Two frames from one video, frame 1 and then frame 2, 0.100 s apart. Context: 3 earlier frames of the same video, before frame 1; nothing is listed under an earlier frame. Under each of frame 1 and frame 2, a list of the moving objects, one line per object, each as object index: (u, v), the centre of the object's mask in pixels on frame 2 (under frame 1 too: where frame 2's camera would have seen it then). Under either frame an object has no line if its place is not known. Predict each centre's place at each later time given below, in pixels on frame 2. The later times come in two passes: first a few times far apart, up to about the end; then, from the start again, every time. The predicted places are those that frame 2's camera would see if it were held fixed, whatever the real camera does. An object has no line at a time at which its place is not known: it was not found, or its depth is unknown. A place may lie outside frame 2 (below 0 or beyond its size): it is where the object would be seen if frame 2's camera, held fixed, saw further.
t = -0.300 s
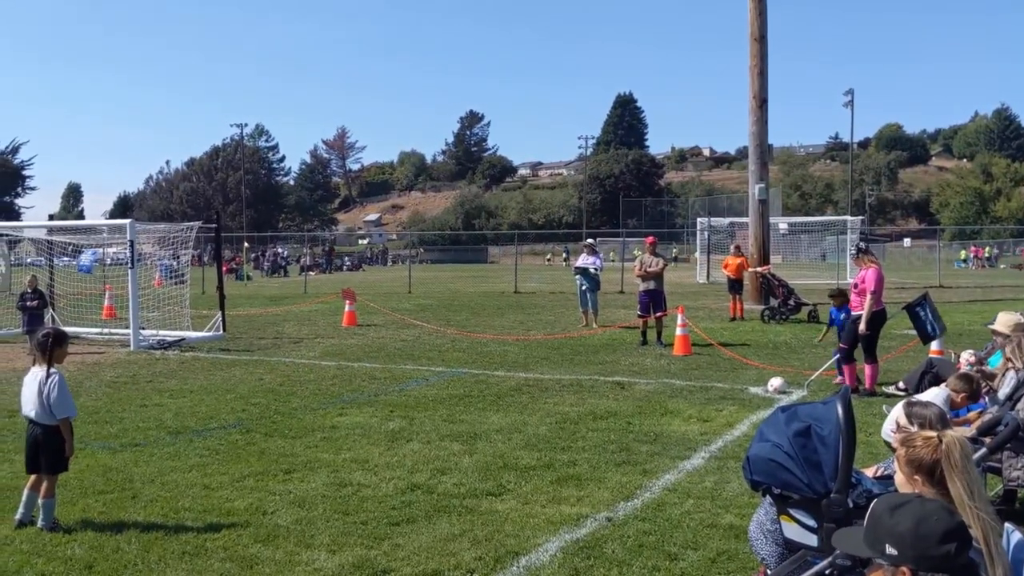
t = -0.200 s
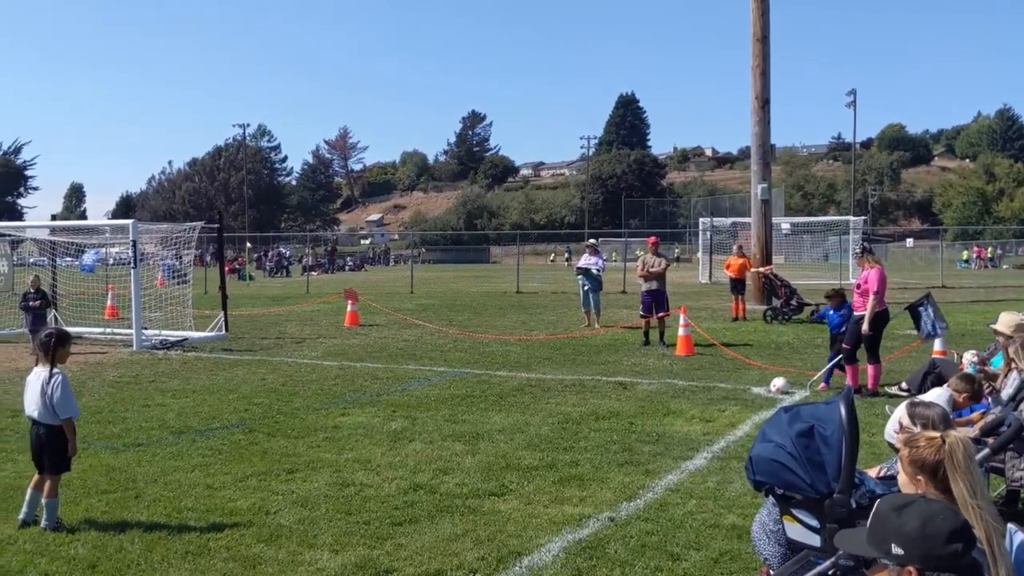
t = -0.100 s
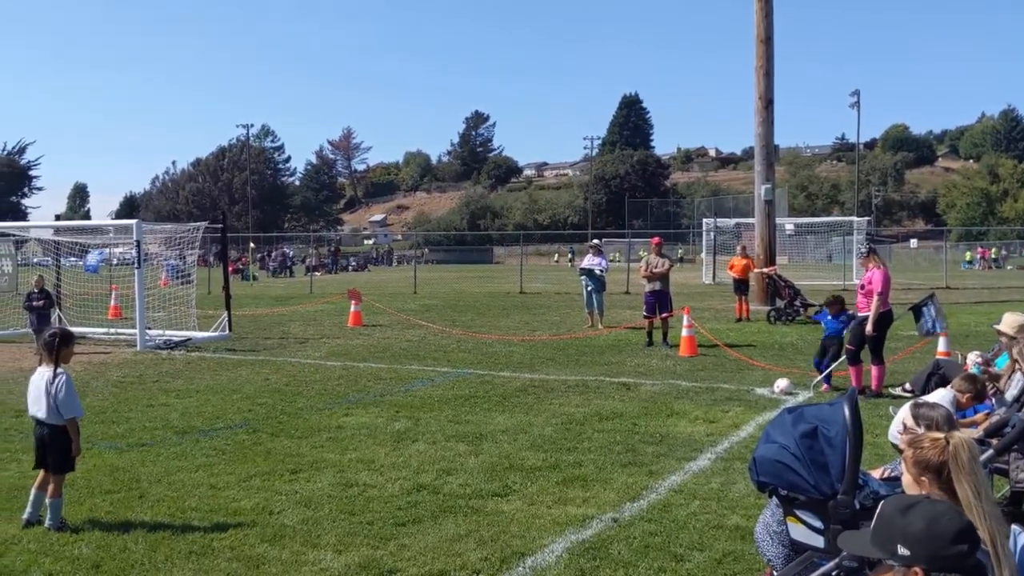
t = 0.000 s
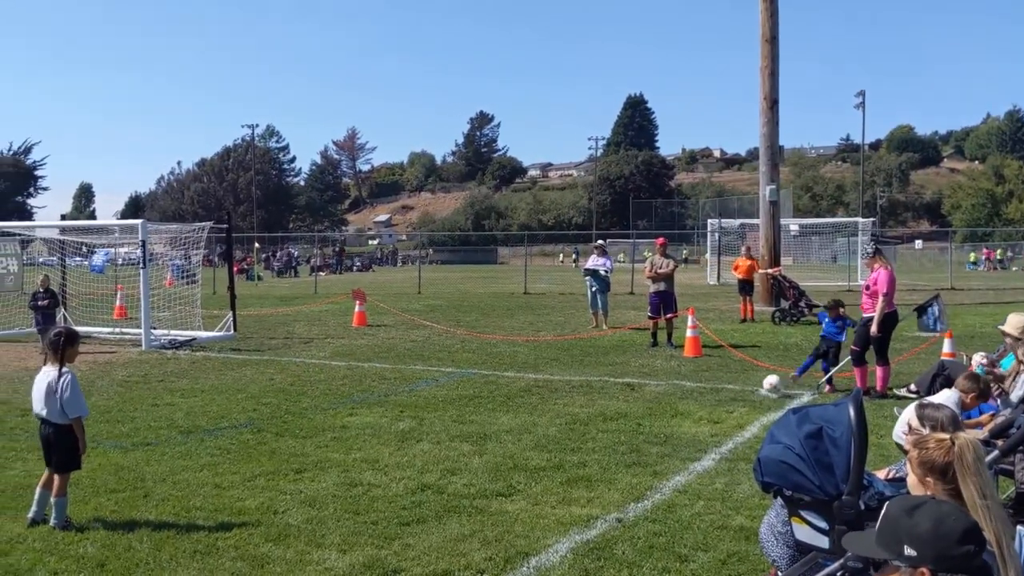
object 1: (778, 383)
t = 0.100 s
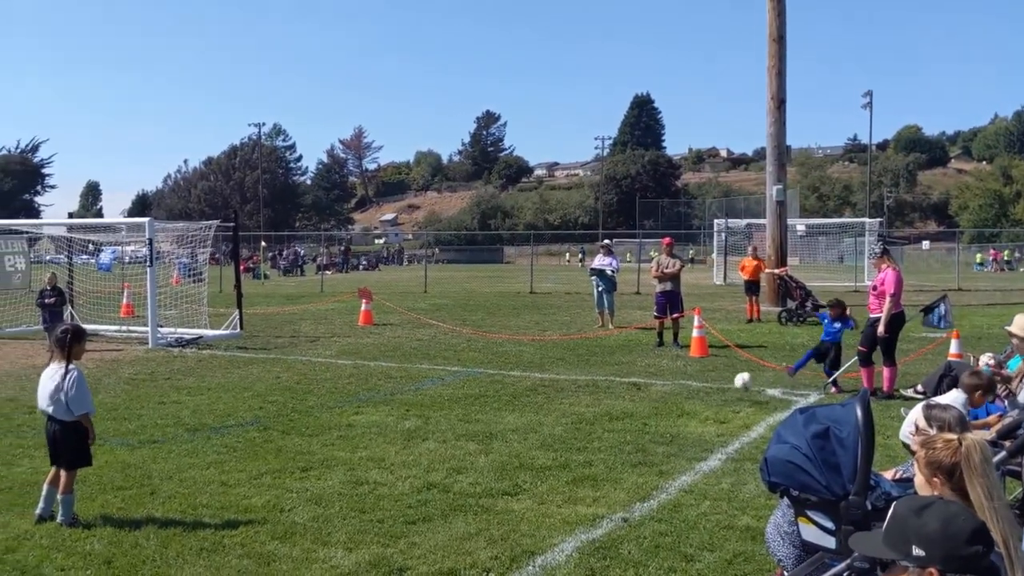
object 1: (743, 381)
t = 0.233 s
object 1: (694, 393)
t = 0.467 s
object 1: (620, 415)
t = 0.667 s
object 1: (574, 419)
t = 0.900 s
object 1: (528, 429)
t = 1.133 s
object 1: (485, 436)
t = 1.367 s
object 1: (448, 438)
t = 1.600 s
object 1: (417, 443)
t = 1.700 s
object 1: (405, 446)
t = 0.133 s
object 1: (731, 382)
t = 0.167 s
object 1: (718, 384)
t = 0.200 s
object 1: (706, 388)
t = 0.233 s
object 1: (694, 393)
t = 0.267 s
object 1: (681, 399)
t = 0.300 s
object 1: (666, 406)
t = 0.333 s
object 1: (655, 412)
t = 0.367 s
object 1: (644, 411)
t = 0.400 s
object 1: (636, 411)
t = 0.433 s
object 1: (628, 413)
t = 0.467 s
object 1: (620, 415)
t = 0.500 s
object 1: (611, 416)
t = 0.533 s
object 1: (602, 419)
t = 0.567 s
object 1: (595, 420)
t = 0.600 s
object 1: (592, 420)
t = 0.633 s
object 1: (582, 419)
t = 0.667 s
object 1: (574, 419)
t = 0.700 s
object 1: (567, 420)
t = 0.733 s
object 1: (561, 422)
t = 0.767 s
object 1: (552, 423)
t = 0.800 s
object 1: (547, 425)
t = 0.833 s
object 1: (540, 426)
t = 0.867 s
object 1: (534, 427)
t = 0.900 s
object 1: (528, 429)
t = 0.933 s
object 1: (521, 430)
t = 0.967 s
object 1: (514, 430)
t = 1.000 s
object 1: (509, 430)
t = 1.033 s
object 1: (502, 430)
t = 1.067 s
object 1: (497, 432)
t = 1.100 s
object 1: (491, 435)
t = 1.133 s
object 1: (485, 436)
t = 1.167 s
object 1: (480, 437)
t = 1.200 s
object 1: (474, 437)
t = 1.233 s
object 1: (469, 437)
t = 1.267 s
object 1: (463, 436)
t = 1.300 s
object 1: (458, 436)
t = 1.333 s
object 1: (453, 437)
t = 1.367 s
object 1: (448, 438)
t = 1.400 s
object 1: (444, 439)
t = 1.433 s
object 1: (441, 441)
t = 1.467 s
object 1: (434, 441)
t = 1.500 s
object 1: (429, 442)
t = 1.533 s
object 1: (424, 442)
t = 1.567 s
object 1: (421, 442)
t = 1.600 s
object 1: (417, 443)
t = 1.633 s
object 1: (413, 444)
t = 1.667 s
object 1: (409, 445)
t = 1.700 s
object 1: (405, 446)
